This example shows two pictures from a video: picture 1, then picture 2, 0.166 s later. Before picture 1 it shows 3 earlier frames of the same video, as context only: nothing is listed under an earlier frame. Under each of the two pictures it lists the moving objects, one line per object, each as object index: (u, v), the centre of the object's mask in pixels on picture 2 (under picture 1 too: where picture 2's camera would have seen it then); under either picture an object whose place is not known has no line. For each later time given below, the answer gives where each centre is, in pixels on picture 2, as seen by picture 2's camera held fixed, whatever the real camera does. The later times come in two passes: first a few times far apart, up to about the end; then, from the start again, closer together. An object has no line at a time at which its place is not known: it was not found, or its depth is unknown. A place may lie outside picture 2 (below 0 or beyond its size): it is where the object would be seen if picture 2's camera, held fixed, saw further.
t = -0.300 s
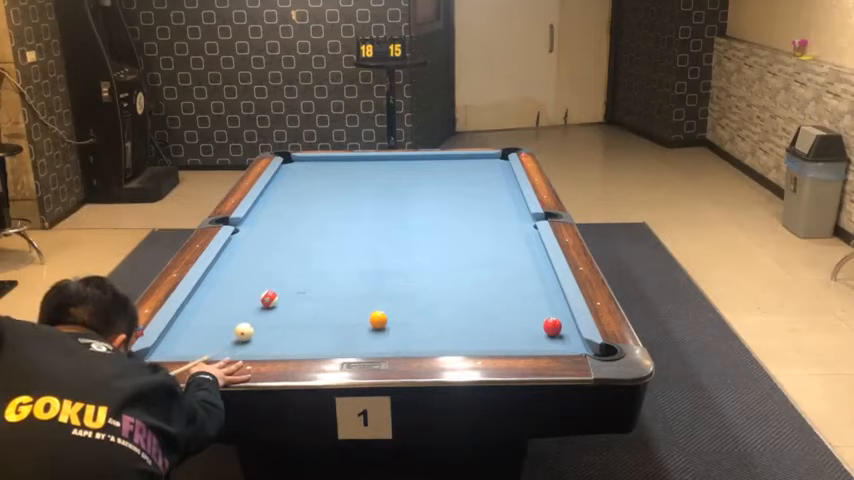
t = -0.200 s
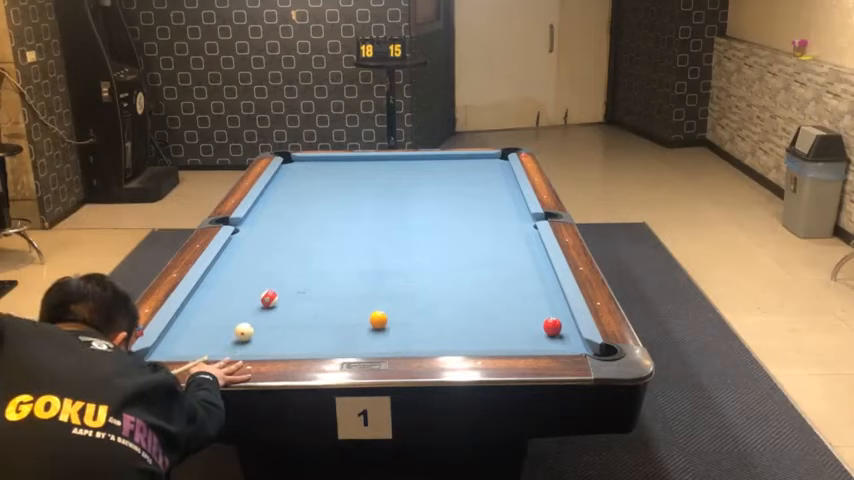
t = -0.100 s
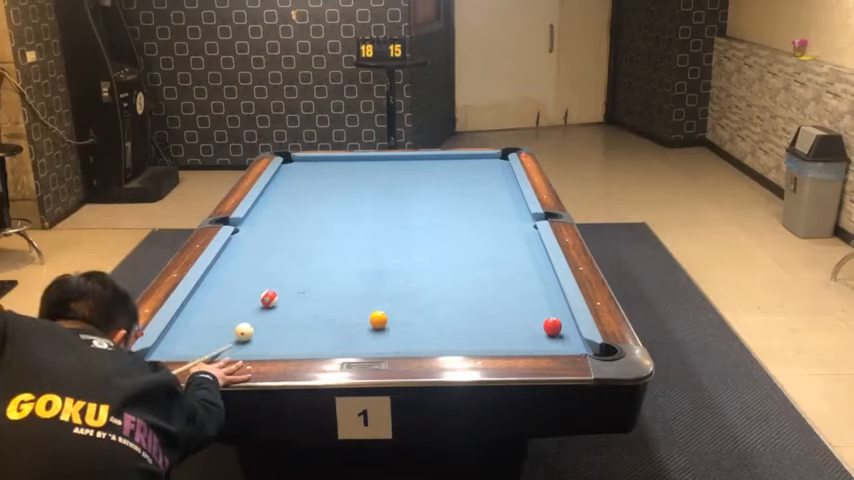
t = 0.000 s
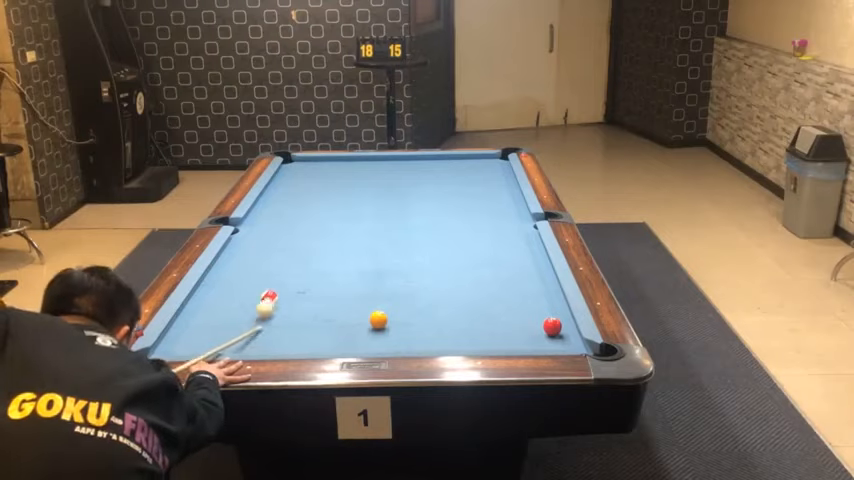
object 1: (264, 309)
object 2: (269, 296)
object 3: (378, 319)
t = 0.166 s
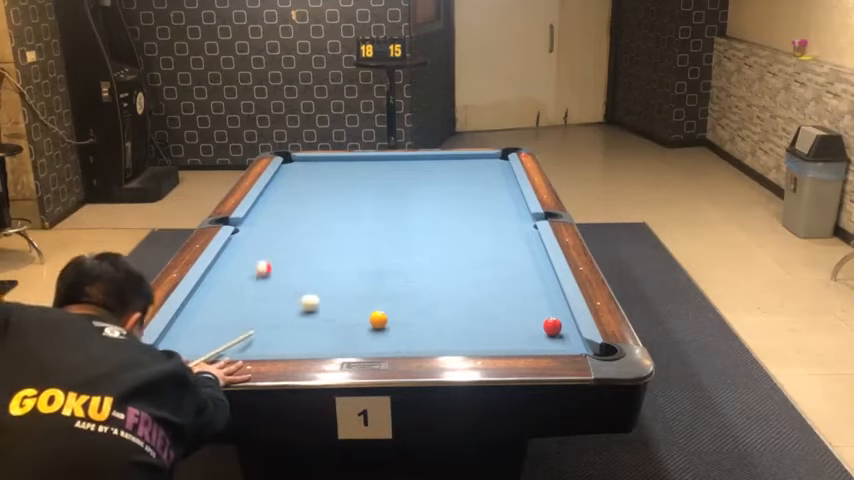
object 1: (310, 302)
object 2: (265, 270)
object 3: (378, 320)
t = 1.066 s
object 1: (461, 311)
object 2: (291, 181)
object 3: (388, 336)
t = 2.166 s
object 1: (539, 319)
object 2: (333, 177)
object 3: (401, 341)
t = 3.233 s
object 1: (479, 340)
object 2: (357, 209)
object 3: (405, 337)
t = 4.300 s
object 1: (445, 343)
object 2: (381, 243)
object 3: (404, 336)
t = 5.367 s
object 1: (440, 342)
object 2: (409, 281)
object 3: (404, 336)
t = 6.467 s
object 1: (439, 342)
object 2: (439, 317)
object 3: (404, 336)
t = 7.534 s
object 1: (439, 342)
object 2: (466, 344)
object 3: (404, 336)
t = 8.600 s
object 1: (438, 342)
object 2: (473, 337)
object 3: (404, 336)
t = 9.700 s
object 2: (475, 337)
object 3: (404, 336)
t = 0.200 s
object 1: (317, 303)
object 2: (260, 265)
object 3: (378, 320)
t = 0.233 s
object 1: (323, 304)
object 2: (259, 258)
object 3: (378, 319)
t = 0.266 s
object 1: (329, 305)
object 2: (267, 254)
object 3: (378, 320)
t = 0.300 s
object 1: (335, 306)
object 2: (260, 249)
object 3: (378, 319)
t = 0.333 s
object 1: (341, 307)
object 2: (259, 245)
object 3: (378, 320)
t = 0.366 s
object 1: (347, 308)
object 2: (260, 242)
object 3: (378, 319)
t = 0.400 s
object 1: (353, 309)
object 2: (258, 237)
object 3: (378, 320)
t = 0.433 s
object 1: (359, 310)
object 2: (257, 233)
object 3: (378, 319)
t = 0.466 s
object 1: (364, 310)
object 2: (257, 230)
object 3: (378, 319)
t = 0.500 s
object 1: (369, 310)
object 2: (256, 226)
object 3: (378, 320)
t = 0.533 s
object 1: (377, 308)
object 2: (255, 223)
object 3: (378, 319)
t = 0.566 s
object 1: (383, 309)
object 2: (255, 219)
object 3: (379, 321)
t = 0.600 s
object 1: (389, 310)
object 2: (254, 216)
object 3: (380, 322)
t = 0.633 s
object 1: (393, 311)
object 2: (253, 213)
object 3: (381, 323)
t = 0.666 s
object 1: (399, 312)
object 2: (256, 209)
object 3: (381, 324)
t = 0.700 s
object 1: (404, 311)
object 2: (259, 206)
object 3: (382, 325)
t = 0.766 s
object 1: (415, 311)
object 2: (265, 202)
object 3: (383, 327)
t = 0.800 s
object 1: (420, 311)
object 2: (269, 198)
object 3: (383, 328)
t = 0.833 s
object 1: (425, 311)
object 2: (272, 197)
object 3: (384, 329)
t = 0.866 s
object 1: (430, 311)
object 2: (274, 194)
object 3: (384, 331)
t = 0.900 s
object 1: (436, 311)
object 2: (277, 192)
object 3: (385, 331)
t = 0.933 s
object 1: (440, 311)
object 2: (280, 189)
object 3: (386, 333)
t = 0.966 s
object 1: (446, 311)
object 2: (283, 188)
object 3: (386, 333)
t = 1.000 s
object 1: (451, 311)
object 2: (286, 185)
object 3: (387, 334)
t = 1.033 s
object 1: (456, 311)
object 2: (288, 183)
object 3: (387, 336)
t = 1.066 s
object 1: (461, 311)
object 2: (291, 181)
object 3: (388, 336)
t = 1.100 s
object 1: (466, 311)
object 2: (293, 179)
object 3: (388, 337)
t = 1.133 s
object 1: (471, 311)
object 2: (296, 177)
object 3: (389, 338)
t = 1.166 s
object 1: (476, 311)
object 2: (299, 175)
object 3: (390, 339)
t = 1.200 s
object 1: (481, 311)
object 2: (301, 173)
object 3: (390, 340)
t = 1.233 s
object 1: (486, 310)
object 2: (303, 171)
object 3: (390, 341)
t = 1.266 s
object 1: (491, 311)
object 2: (305, 170)
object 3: (391, 341)
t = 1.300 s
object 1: (496, 310)
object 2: (308, 168)
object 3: (391, 342)
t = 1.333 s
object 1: (500, 310)
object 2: (309, 166)
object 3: (392, 342)
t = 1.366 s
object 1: (506, 310)
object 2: (312, 164)
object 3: (393, 343)
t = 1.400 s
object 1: (510, 311)
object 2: (313, 162)
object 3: (393, 343)
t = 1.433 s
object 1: (515, 310)
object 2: (315, 161)
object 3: (394, 344)
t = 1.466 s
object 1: (520, 310)
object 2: (318, 159)
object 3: (394, 344)
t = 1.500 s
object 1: (524, 310)
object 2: (319, 159)
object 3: (395, 344)
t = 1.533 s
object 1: (529, 310)
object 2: (319, 159)
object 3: (395, 345)
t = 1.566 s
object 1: (534, 310)
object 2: (320, 160)
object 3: (395, 344)
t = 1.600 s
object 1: (538, 310)
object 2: (321, 161)
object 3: (396, 345)
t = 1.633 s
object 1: (542, 310)
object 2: (322, 162)
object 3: (396, 344)
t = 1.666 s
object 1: (547, 309)
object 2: (323, 162)
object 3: (397, 344)
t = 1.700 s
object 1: (551, 309)
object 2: (323, 163)
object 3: (397, 343)
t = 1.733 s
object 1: (557, 309)
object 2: (324, 165)
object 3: (397, 343)
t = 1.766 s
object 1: (560, 309)
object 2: (324, 166)
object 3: (397, 343)
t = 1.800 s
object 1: (560, 310)
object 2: (325, 167)
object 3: (398, 343)
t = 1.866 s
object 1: (557, 311)
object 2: (326, 168)
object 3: (398, 343)
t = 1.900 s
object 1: (555, 312)
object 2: (327, 169)
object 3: (398, 343)
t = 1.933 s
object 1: (552, 312)
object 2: (328, 171)
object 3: (399, 342)
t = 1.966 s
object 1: (550, 312)
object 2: (329, 171)
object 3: (399, 342)
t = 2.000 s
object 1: (549, 313)
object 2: (330, 172)
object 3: (400, 342)
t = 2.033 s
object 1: (547, 314)
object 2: (330, 173)
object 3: (400, 341)
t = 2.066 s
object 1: (544, 315)
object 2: (331, 174)
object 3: (400, 341)
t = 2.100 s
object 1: (542, 316)
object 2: (332, 175)
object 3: (401, 341)
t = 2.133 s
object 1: (540, 318)
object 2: (332, 176)
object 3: (401, 341)
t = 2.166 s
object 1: (539, 319)
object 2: (333, 177)
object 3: (401, 341)
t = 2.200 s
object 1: (537, 320)
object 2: (334, 178)
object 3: (401, 341)
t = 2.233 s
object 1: (535, 321)
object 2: (335, 179)
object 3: (402, 340)
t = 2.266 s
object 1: (533, 323)
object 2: (336, 179)
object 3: (402, 340)
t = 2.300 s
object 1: (531, 323)
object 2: (336, 181)
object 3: (402, 340)
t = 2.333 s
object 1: (529, 324)
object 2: (337, 181)
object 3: (402, 340)
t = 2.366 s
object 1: (527, 325)
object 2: (338, 182)
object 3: (403, 339)
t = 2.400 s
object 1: (526, 325)
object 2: (339, 183)
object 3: (403, 339)
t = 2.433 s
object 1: (524, 326)
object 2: (339, 184)
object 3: (404, 339)
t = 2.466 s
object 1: (522, 327)
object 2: (340, 186)
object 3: (404, 339)
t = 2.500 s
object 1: (520, 328)
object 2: (341, 186)
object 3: (404, 339)
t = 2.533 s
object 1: (517, 328)
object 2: (341, 187)
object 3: (404, 339)
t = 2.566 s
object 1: (515, 329)
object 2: (342, 188)
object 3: (405, 339)
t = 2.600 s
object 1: (513, 330)
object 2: (343, 190)
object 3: (405, 339)
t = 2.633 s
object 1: (512, 331)
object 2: (343, 190)
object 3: (405, 339)
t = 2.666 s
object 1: (510, 331)
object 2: (345, 191)
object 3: (405, 338)
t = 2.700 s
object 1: (508, 332)
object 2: (345, 192)
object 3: (405, 338)
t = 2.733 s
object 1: (506, 333)
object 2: (345, 193)
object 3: (405, 337)
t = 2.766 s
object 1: (504, 333)
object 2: (347, 194)
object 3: (405, 337)
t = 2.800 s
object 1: (502, 334)
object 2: (347, 196)
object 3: (405, 337)
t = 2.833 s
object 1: (500, 334)
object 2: (348, 197)
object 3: (405, 337)
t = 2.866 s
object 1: (498, 335)
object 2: (348, 197)
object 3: (405, 337)
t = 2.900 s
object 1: (496, 335)
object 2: (349, 198)
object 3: (405, 337)
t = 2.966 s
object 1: (493, 337)
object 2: (351, 201)
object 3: (405, 337)
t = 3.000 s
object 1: (491, 337)
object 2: (352, 202)
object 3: (405, 337)
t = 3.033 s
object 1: (489, 338)
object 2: (352, 202)
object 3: (405, 337)
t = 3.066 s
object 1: (487, 339)
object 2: (353, 203)
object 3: (405, 337)
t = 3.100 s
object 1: (485, 339)
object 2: (354, 205)
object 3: (405, 337)
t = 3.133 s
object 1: (484, 339)
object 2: (355, 205)
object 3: (405, 337)
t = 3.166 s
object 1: (482, 339)
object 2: (355, 206)
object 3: (405, 337)
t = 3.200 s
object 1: (480, 340)
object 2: (356, 208)
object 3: (405, 337)
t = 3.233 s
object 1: (479, 340)
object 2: (357, 209)
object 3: (405, 337)
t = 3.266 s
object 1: (477, 341)
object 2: (358, 210)
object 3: (404, 337)
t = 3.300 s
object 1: (475, 341)
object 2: (358, 211)
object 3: (404, 336)
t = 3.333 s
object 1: (474, 342)
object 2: (360, 212)
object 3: (404, 336)
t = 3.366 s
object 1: (472, 342)
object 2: (361, 213)
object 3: (404, 336)
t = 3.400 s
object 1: (470, 342)
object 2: (361, 214)
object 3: (404, 336)
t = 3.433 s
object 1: (468, 342)
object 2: (361, 215)
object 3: (404, 336)
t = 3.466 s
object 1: (467, 343)
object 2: (362, 216)
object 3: (404, 336)
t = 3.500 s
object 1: (466, 343)
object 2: (363, 217)
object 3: (404, 336)
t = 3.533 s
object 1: (464, 344)
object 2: (364, 218)
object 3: (404, 336)
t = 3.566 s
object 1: (462, 344)
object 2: (364, 219)
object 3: (404, 336)
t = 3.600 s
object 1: (461, 344)
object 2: (365, 220)
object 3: (404, 336)
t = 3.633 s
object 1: (459, 345)
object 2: (365, 221)
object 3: (404, 336)
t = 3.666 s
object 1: (458, 345)
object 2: (367, 223)
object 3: (404, 336)
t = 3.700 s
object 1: (458, 345)
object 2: (367, 223)
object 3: (404, 336)
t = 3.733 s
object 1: (457, 344)
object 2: (369, 225)
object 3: (404, 336)
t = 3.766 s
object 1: (456, 344)
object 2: (369, 225)
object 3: (404, 336)
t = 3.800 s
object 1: (455, 344)
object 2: (370, 227)
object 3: (404, 336)
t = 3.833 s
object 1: (454, 343)
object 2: (371, 228)
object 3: (404, 336)
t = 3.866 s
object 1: (454, 343)
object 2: (371, 229)
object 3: (404, 336)
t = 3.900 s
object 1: (453, 343)
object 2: (372, 230)
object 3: (404, 336)
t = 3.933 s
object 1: (451, 343)
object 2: (373, 231)
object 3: (404, 336)
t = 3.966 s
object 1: (451, 343)
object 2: (373, 232)
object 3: (404, 336)
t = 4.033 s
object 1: (450, 343)
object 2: (376, 235)
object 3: (404, 336)
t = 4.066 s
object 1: (449, 343)
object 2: (377, 236)
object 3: (404, 336)
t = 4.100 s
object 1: (448, 343)
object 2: (377, 237)
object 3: (404, 336)
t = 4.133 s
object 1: (448, 343)
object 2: (378, 238)
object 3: (404, 336)
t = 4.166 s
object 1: (448, 343)
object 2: (379, 239)
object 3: (404, 336)
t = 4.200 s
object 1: (446, 343)
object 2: (379, 240)
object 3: (404, 336)
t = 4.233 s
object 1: (447, 343)
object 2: (380, 241)
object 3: (404, 336)
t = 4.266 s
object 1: (446, 343)
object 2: (380, 242)
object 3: (404, 336)
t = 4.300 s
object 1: (445, 343)
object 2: (381, 243)
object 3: (404, 336)
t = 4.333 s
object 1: (445, 343)
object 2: (382, 244)
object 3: (404, 336)
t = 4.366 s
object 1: (444, 342)
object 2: (382, 246)
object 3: (404, 336)
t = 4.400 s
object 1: (443, 342)
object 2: (384, 247)
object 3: (404, 336)
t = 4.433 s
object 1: (443, 342)
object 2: (384, 248)
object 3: (404, 336)
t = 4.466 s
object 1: (443, 342)
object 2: (385, 249)
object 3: (404, 336)
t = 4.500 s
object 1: (442, 342)
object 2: (387, 250)
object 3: (404, 336)
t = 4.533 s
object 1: (442, 342)
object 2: (388, 251)
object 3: (404, 336)
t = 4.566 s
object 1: (441, 342)
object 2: (388, 252)
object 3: (404, 336)
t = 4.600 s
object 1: (441, 342)
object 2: (389, 253)
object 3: (404, 336)
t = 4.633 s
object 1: (441, 342)
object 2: (390, 255)
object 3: (404, 336)
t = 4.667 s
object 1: (441, 342)
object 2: (391, 256)
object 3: (404, 336)
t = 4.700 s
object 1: (441, 342)
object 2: (391, 257)
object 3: (404, 336)
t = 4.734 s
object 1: (441, 342)
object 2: (392, 258)
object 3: (404, 336)
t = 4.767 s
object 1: (440, 342)
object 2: (393, 259)
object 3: (404, 336)
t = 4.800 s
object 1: (440, 342)
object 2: (394, 260)
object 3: (404, 336)
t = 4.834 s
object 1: (440, 342)
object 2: (395, 262)
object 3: (404, 336)
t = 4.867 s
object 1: (440, 342)
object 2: (396, 263)
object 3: (404, 336)
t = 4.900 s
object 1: (440, 342)
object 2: (397, 264)
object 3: (404, 336)
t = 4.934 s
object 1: (440, 342)
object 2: (398, 265)
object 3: (404, 336)
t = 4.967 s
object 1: (440, 342)
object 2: (399, 266)
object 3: (404, 336)
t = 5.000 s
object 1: (440, 342)
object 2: (400, 267)
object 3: (404, 336)
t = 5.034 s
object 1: (440, 342)
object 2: (400, 269)
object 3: (404, 336)
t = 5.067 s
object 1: (440, 342)
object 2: (401, 270)
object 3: (404, 336)
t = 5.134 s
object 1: (440, 342)
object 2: (402, 272)
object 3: (404, 336)
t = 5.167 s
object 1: (440, 342)
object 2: (403, 273)
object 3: (404, 336)
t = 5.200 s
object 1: (440, 342)
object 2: (404, 274)
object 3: (404, 336)
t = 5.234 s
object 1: (440, 342)
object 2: (405, 275)
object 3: (404, 336)
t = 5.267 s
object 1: (440, 342)
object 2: (406, 277)
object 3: (404, 336)
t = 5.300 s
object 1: (440, 342)
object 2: (407, 277)
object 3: (404, 336)
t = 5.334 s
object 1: (440, 342)
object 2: (408, 279)
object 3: (404, 336)
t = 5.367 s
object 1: (440, 342)
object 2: (409, 281)
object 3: (404, 336)
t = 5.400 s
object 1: (440, 342)
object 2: (410, 281)
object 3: (404, 336)
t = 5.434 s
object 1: (440, 342)
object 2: (411, 282)
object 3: (404, 336)
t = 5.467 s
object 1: (440, 342)
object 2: (411, 283)
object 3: (404, 336)
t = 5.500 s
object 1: (440, 342)
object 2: (412, 285)
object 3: (404, 336)
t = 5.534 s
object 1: (439, 342)
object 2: (413, 286)
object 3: (404, 336)
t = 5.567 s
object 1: (439, 342)
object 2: (414, 287)
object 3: (404, 336)
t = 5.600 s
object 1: (439, 342)
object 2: (415, 288)
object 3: (404, 336)
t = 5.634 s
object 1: (439, 342)
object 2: (415, 289)
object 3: (404, 336)
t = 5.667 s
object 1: (439, 342)
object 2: (416, 290)
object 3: (404, 336)
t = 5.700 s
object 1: (439, 342)
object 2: (417, 291)
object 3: (404, 336)
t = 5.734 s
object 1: (439, 342)
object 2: (418, 292)
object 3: (404, 336)
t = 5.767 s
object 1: (439, 342)
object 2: (419, 294)
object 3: (404, 336)
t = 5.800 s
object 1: (439, 342)
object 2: (420, 294)
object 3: (404, 336)
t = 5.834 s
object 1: (439, 342)
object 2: (421, 296)
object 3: (404, 336)
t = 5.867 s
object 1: (439, 342)
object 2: (422, 297)
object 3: (404, 336)
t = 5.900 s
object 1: (439, 342)
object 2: (423, 299)
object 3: (404, 336)
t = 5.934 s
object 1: (439, 342)
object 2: (424, 299)
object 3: (404, 336)
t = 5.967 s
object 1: (439, 342)
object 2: (425, 300)
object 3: (404, 336)
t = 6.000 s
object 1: (439, 342)
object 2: (426, 301)
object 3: (404, 336)
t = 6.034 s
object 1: (439, 342)
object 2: (427, 303)
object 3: (404, 336)
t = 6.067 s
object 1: (439, 342)
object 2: (428, 304)
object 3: (404, 336)
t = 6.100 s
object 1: (439, 342)
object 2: (429, 305)
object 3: (404, 336)
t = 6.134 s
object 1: (439, 342)
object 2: (430, 306)
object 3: (404, 336)
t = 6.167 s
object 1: (439, 342)
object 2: (431, 307)
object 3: (404, 336)
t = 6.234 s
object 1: (439, 342)
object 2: (432, 309)
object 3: (404, 336)
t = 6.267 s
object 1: (439, 342)
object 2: (433, 310)
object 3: (404, 336)
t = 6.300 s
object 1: (439, 342)
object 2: (434, 312)
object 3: (404, 336)
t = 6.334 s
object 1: (439, 342)
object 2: (435, 313)
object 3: (404, 336)
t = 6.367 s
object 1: (439, 342)
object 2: (436, 314)
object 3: (404, 336)
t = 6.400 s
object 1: (439, 342)
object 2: (437, 315)
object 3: (404, 336)
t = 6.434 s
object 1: (439, 342)
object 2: (438, 316)
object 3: (404, 336)
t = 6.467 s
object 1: (439, 342)
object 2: (439, 317)
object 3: (404, 336)
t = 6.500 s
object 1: (439, 342)
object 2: (440, 318)
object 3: (404, 336)
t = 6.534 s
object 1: (439, 342)
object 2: (441, 319)
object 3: (404, 336)
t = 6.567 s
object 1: (439, 342)
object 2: (442, 320)
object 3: (404, 336)
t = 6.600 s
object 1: (439, 342)
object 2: (443, 322)
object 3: (404, 336)
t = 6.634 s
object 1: (439, 342)
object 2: (444, 322)
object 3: (404, 336)
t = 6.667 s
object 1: (439, 342)
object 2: (445, 323)
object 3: (404, 336)
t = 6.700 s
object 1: (439, 342)
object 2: (446, 324)
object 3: (404, 336)
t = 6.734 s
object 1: (439, 342)
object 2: (447, 325)
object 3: (404, 336)
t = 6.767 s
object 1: (439, 342)
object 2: (447, 327)
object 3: (404, 336)
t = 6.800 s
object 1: (439, 342)
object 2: (448, 328)
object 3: (404, 336)
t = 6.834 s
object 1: (439, 342)
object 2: (449, 329)
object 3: (404, 336)
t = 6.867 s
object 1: (439, 342)
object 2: (450, 330)
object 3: (404, 336)
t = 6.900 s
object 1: (439, 342)
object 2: (451, 331)
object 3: (404, 336)
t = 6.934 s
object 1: (439, 342)
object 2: (452, 332)
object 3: (404, 336)
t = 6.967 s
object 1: (439, 342)
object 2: (453, 333)
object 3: (404, 336)
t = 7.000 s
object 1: (439, 342)
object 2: (454, 334)
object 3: (404, 336)
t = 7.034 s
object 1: (439, 342)
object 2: (454, 335)
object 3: (404, 336)
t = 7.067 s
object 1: (439, 342)
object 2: (455, 336)
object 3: (404, 336)
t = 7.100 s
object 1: (439, 342)
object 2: (456, 337)
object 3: (404, 336)
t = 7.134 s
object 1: (439, 342)
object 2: (456, 337)
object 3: (404, 336)
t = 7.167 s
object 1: (439, 342)
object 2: (457, 338)
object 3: (404, 336)
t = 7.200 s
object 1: (439, 342)
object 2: (458, 339)
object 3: (404, 336)
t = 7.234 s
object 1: (440, 342)
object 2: (459, 340)
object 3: (404, 336)
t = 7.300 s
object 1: (439, 342)
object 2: (460, 341)
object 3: (404, 336)
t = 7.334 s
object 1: (439, 342)
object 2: (462, 341)
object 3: (404, 336)
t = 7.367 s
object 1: (439, 342)
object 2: (462, 342)
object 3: (404, 336)
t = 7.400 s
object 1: (439, 342)
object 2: (463, 343)
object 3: (404, 336)
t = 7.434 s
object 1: (439, 342)
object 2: (464, 343)
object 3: (404, 336)
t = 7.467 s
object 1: (439, 342)
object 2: (465, 344)
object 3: (404, 336)
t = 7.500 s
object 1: (439, 342)
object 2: (465, 344)
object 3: (404, 336)
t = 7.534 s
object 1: (439, 342)
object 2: (466, 344)
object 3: (404, 336)
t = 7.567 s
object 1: (439, 342)
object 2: (466, 344)
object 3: (404, 336)
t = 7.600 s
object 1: (439, 342)
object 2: (466, 344)
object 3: (404, 336)
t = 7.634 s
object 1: (439, 342)
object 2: (466, 343)
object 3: (404, 336)
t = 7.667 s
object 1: (439, 342)
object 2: (467, 343)
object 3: (404, 336)
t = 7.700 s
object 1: (439, 342)
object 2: (467, 342)
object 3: (404, 336)
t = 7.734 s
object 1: (439, 342)
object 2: (467, 343)
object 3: (404, 336)
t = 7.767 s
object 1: (439, 342)
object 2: (467, 342)
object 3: (404, 336)
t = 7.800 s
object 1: (439, 342)
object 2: (468, 342)
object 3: (404, 336)
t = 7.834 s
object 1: (439, 342)
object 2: (468, 341)
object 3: (404, 337)
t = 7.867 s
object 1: (439, 342)
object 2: (469, 341)
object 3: (404, 337)
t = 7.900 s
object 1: (439, 342)
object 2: (469, 341)
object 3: (404, 336)
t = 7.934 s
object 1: (439, 342)
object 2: (469, 341)
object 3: (404, 337)
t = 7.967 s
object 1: (439, 342)
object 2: (469, 340)
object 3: (404, 336)
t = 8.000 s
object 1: (439, 342)
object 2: (470, 340)
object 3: (404, 336)
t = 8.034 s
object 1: (439, 342)
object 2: (470, 340)
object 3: (404, 336)
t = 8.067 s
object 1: (439, 343)
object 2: (470, 340)
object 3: (404, 337)
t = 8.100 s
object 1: (438, 342)
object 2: (471, 339)
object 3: (404, 336)
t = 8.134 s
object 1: (439, 342)
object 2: (471, 339)
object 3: (404, 337)
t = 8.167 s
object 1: (439, 342)
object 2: (471, 339)
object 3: (404, 336)
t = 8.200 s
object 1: (439, 342)
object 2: (471, 339)
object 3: (404, 336)
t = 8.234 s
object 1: (439, 342)
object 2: (471, 339)
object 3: (404, 336)
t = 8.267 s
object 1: (439, 342)
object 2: (471, 339)
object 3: (404, 337)
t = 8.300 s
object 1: (439, 342)
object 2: (471, 339)
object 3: (404, 336)
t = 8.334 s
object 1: (439, 342)
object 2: (472, 338)
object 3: (404, 337)
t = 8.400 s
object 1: (439, 342)
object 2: (472, 338)
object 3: (404, 336)
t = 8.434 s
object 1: (439, 342)
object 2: (472, 338)
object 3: (404, 336)
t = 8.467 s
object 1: (439, 342)
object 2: (473, 338)
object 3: (404, 337)
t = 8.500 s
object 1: (439, 342)
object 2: (473, 338)
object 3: (404, 337)
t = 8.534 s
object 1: (438, 342)
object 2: (473, 338)
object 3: (404, 336)
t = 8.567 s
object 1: (439, 342)
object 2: (473, 338)
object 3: (404, 336)
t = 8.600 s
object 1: (438, 342)
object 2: (473, 337)
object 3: (404, 336)
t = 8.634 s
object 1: (438, 342)
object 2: (473, 337)
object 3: (404, 336)
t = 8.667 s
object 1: (439, 342)
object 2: (473, 338)
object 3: (404, 336)
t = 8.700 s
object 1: (439, 342)
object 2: (474, 337)
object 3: (404, 336)
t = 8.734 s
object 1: (439, 342)
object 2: (474, 337)
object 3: (404, 336)
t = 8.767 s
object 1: (439, 342)
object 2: (474, 337)
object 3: (404, 336)
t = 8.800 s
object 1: (439, 342)
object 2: (474, 337)
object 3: (404, 336)
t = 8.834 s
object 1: (439, 342)
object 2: (474, 337)
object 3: (404, 336)
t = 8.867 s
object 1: (439, 342)
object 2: (474, 337)
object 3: (404, 337)
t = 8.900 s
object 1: (439, 342)
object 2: (474, 337)
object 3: (404, 337)
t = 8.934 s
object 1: (439, 342)
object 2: (474, 337)
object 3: (404, 336)
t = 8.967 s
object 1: (439, 342)
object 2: (474, 337)
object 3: (404, 336)
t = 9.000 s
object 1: (439, 342)
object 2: (475, 337)
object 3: (404, 336)
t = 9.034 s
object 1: (439, 343)
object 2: (475, 337)
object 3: (404, 337)
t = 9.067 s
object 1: (439, 342)
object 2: (474, 337)
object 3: (404, 337)
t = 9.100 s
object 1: (439, 342)
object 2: (475, 337)
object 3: (404, 337)
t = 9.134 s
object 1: (439, 342)
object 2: (475, 337)
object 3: (404, 337)
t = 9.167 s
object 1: (439, 342)
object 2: (475, 337)
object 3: (404, 336)
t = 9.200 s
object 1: (439, 342)
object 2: (475, 337)
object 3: (404, 336)
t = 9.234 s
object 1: (439, 342)
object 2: (475, 337)
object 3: (404, 336)
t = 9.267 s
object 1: (439, 342)
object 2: (475, 337)
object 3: (404, 336)
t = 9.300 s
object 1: (439, 342)
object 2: (475, 337)
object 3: (404, 336)
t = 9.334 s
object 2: (475, 337)
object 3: (404, 336)
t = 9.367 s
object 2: (475, 337)
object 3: (404, 336)
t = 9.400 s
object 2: (475, 337)
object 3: (404, 336)
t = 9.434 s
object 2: (475, 337)
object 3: (404, 336)
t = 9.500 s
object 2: (475, 337)
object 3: (404, 336)
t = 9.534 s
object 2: (475, 337)
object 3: (404, 336)
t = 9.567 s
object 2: (475, 337)
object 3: (404, 336)
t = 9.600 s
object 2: (475, 337)
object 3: (404, 336)
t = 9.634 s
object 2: (475, 337)
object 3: (404, 336)
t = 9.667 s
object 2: (475, 337)
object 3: (404, 336)
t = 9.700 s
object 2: (475, 337)
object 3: (404, 336)
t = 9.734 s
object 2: (475, 337)
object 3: (404, 336)
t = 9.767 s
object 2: (475, 337)
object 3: (404, 336)
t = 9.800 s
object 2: (475, 337)
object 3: (404, 336)
